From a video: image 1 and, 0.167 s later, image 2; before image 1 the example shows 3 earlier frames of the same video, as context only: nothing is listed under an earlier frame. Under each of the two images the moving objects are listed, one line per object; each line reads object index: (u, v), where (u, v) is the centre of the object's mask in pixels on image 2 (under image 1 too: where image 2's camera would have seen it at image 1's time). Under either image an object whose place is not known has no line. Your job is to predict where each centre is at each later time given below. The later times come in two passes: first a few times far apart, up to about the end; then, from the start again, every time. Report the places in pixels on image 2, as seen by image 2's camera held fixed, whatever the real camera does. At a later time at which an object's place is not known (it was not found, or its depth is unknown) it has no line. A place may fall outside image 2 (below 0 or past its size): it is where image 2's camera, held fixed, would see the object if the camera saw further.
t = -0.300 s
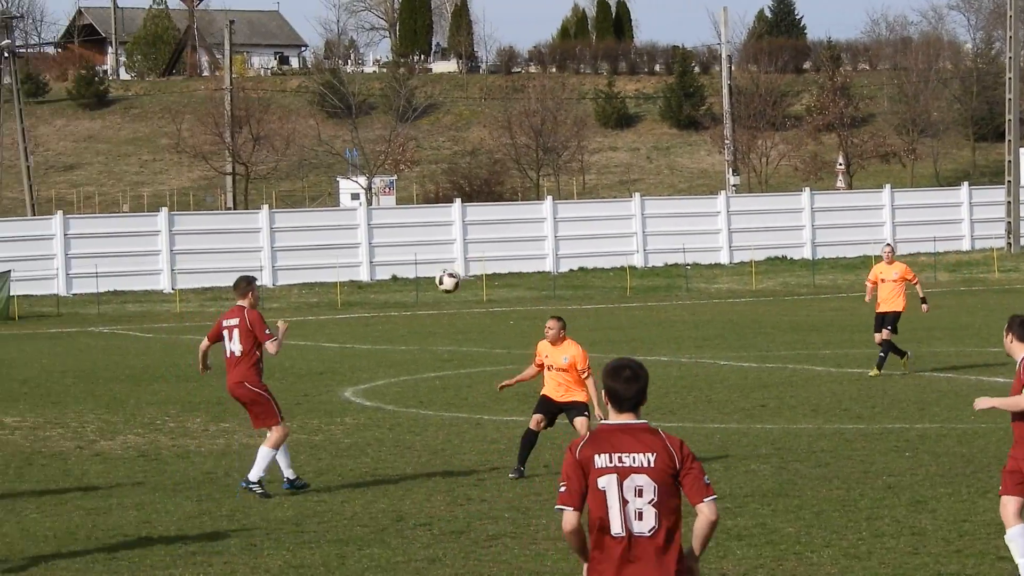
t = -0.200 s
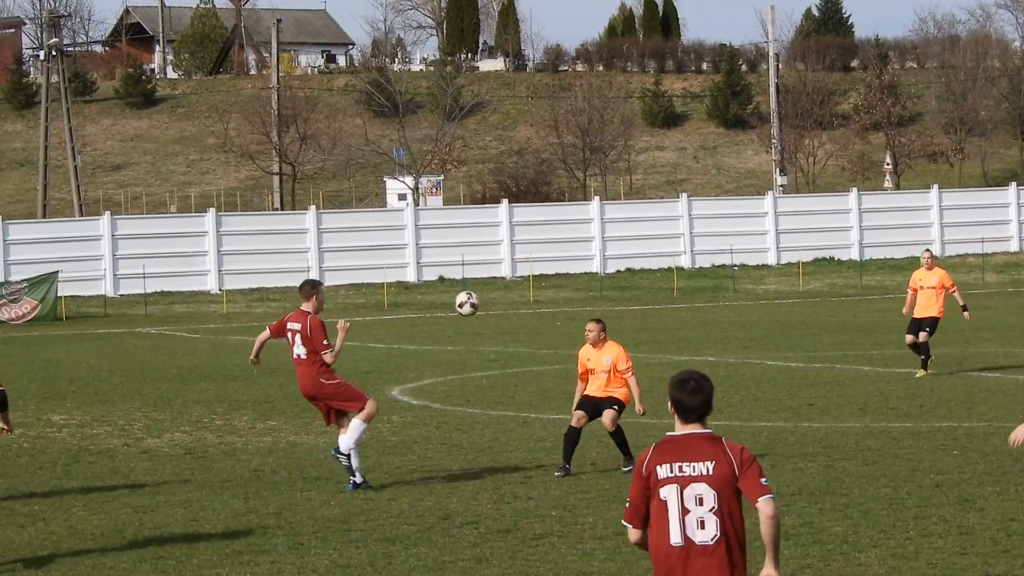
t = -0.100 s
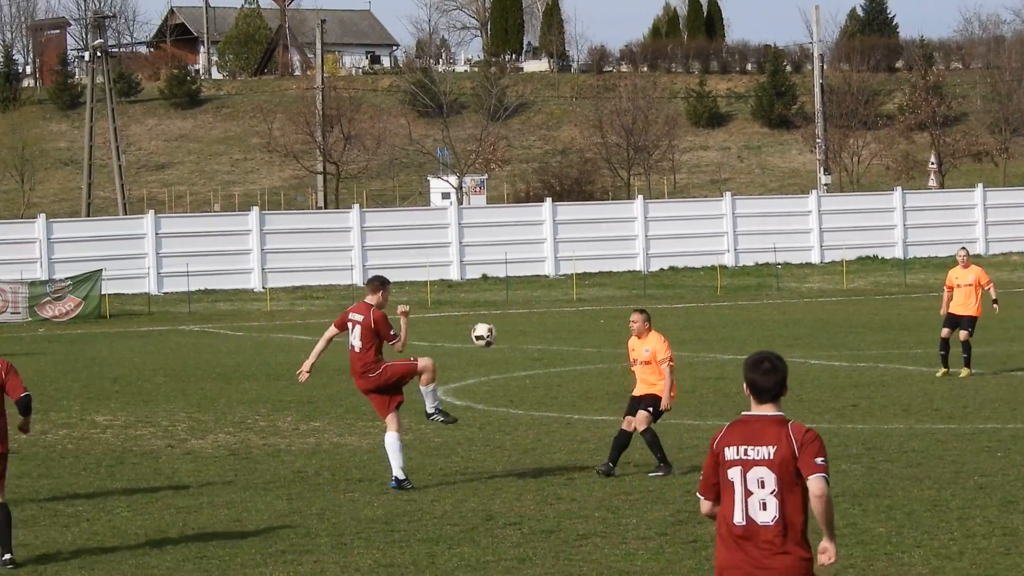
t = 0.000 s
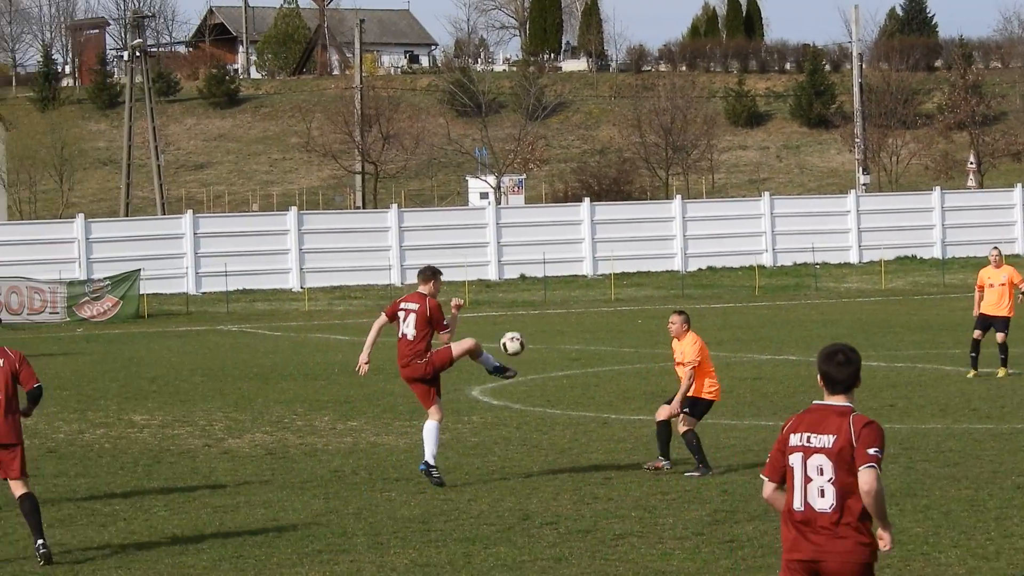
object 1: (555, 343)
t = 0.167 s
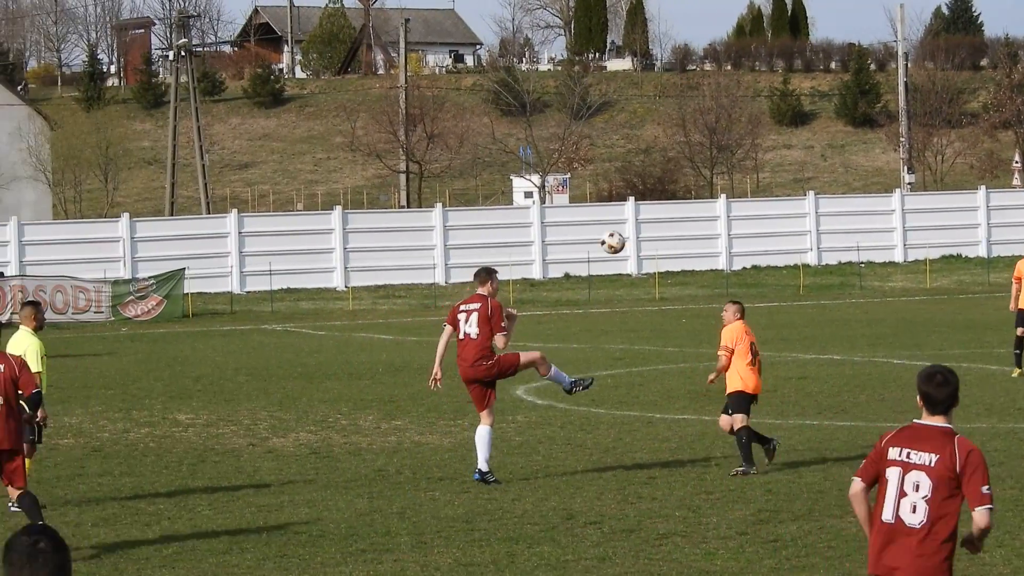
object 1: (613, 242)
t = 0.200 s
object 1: (623, 227)
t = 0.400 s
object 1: (685, 159)
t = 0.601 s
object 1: (744, 134)
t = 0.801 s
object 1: (798, 151)
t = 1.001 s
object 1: (852, 204)
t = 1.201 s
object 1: (904, 293)
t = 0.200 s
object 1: (623, 227)
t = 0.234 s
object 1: (635, 212)
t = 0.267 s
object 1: (644, 198)
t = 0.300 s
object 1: (654, 186)
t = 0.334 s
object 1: (665, 176)
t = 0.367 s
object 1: (674, 167)
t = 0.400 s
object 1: (685, 159)
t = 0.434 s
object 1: (695, 152)
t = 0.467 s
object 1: (706, 146)
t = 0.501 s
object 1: (716, 140)
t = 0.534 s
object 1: (725, 137)
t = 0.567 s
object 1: (734, 136)
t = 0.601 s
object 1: (744, 134)
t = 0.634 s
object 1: (753, 134)
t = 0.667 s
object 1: (762, 136)
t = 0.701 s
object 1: (772, 138)
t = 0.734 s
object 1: (780, 141)
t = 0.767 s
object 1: (789, 145)
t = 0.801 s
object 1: (798, 151)
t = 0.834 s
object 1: (807, 157)
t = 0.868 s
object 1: (815, 164)
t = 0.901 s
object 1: (825, 173)
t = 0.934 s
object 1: (833, 182)
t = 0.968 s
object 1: (842, 193)
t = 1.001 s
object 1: (852, 204)
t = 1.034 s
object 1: (862, 218)
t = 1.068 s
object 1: (869, 230)
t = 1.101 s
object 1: (878, 244)
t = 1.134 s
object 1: (887, 259)
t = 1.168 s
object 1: (895, 276)
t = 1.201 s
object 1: (904, 293)
